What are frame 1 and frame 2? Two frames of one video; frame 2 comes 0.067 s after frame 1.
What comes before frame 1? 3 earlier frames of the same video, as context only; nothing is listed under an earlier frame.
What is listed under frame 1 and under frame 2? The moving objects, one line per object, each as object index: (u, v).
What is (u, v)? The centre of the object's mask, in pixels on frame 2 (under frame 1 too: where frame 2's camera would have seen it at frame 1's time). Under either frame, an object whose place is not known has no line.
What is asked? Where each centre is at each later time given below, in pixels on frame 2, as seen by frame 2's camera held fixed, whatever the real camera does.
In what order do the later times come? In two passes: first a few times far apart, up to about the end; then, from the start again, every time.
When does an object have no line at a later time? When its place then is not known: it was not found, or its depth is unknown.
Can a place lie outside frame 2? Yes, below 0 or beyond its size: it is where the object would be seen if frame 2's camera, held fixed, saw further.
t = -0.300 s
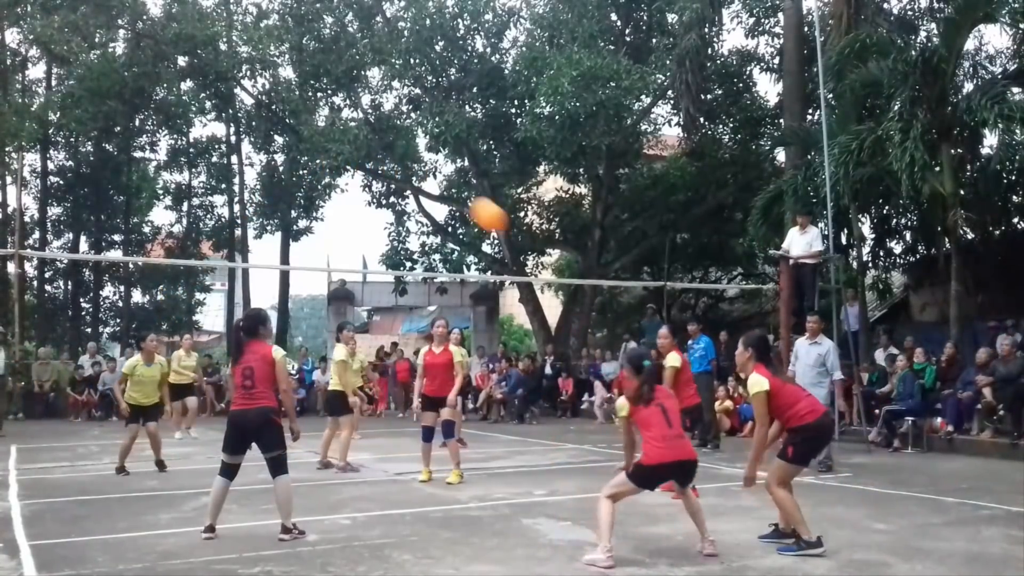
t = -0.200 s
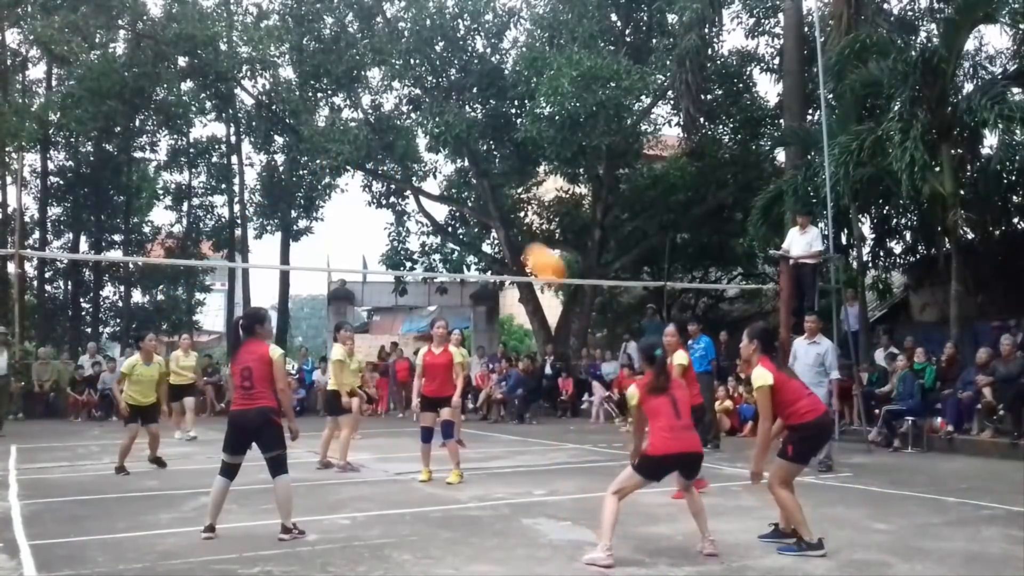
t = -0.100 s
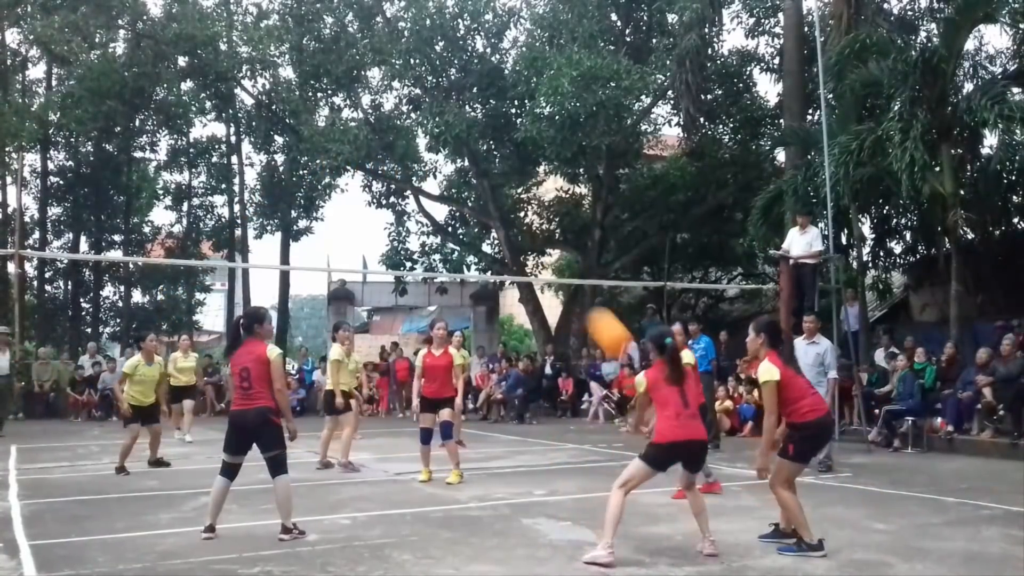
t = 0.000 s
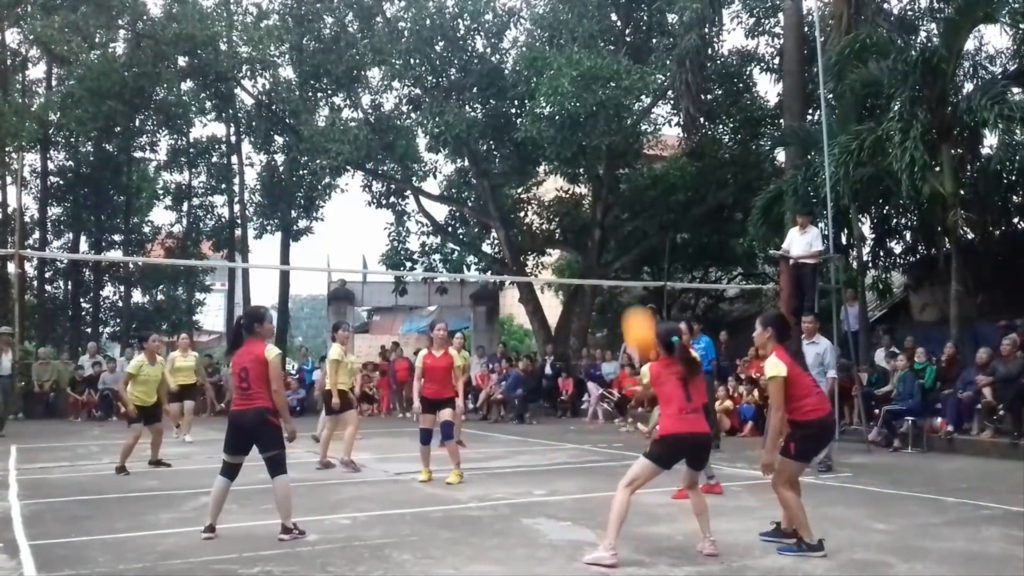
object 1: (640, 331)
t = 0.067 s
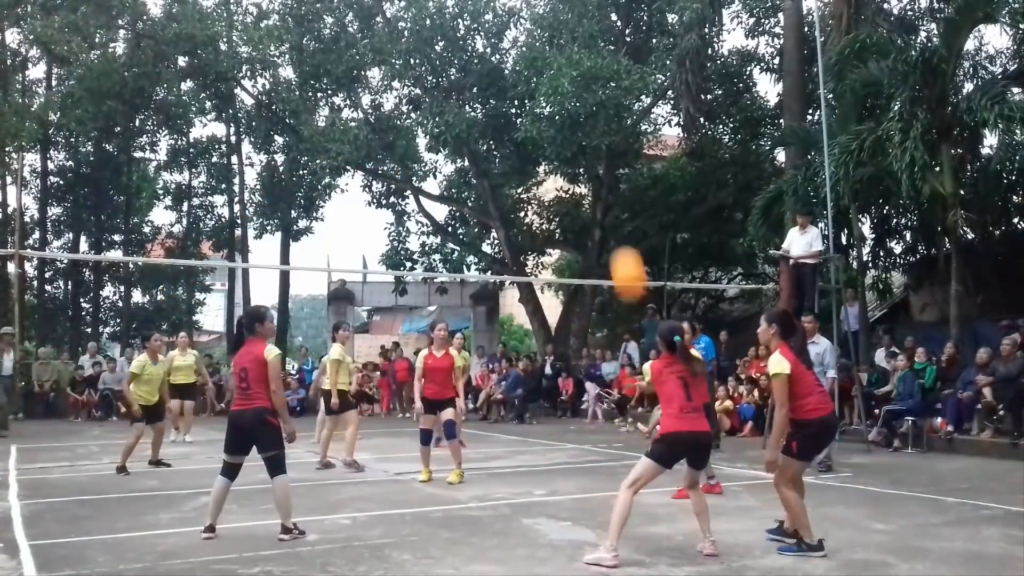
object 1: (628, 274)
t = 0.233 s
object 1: (598, 153)
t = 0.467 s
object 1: (558, 58)
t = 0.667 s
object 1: (526, 39)
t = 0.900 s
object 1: (490, 84)
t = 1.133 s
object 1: (458, 197)
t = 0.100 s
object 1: (622, 247)
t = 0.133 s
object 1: (616, 221)
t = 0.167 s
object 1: (610, 197)
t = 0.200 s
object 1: (604, 174)
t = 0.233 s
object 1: (598, 153)
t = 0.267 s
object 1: (592, 134)
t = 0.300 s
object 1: (586, 118)
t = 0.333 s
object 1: (581, 103)
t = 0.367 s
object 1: (575, 90)
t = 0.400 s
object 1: (569, 78)
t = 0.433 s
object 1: (563, 67)
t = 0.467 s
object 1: (558, 58)
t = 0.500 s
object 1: (552, 51)
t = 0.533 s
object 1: (547, 45)
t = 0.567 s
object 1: (542, 42)
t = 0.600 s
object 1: (537, 40)
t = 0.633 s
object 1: (530, 39)
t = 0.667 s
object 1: (526, 39)
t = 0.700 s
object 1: (521, 41)
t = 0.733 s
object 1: (515, 44)
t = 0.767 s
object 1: (510, 48)
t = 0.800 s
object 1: (504, 56)
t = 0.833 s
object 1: (499, 65)
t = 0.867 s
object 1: (494, 74)
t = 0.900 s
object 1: (490, 84)
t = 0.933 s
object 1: (485, 96)
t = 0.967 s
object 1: (480, 109)
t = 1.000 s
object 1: (475, 124)
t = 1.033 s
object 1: (471, 141)
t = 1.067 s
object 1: (467, 158)
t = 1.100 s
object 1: (461, 179)
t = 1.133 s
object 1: (458, 197)
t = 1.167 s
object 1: (453, 220)
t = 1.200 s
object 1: (448, 243)
